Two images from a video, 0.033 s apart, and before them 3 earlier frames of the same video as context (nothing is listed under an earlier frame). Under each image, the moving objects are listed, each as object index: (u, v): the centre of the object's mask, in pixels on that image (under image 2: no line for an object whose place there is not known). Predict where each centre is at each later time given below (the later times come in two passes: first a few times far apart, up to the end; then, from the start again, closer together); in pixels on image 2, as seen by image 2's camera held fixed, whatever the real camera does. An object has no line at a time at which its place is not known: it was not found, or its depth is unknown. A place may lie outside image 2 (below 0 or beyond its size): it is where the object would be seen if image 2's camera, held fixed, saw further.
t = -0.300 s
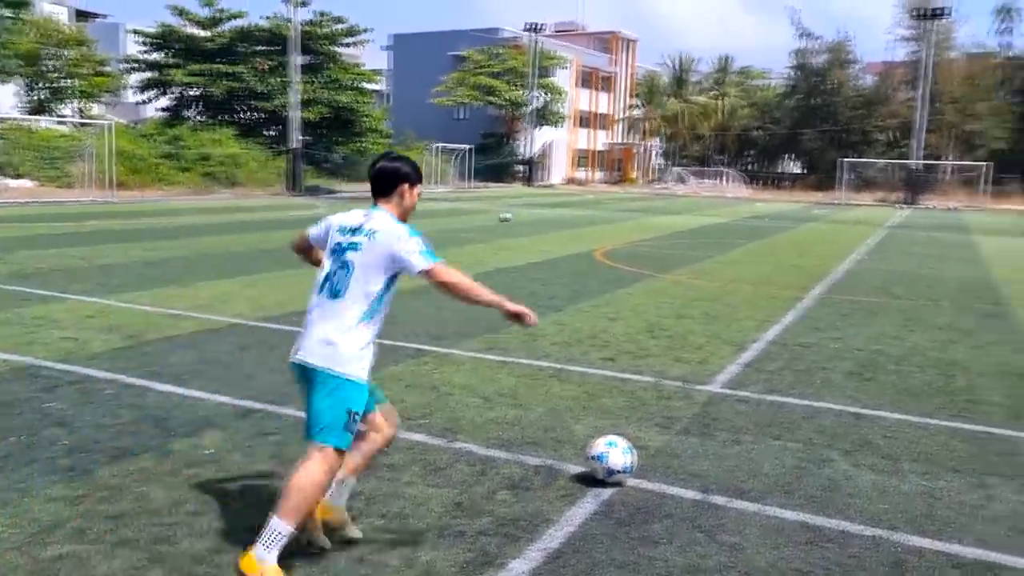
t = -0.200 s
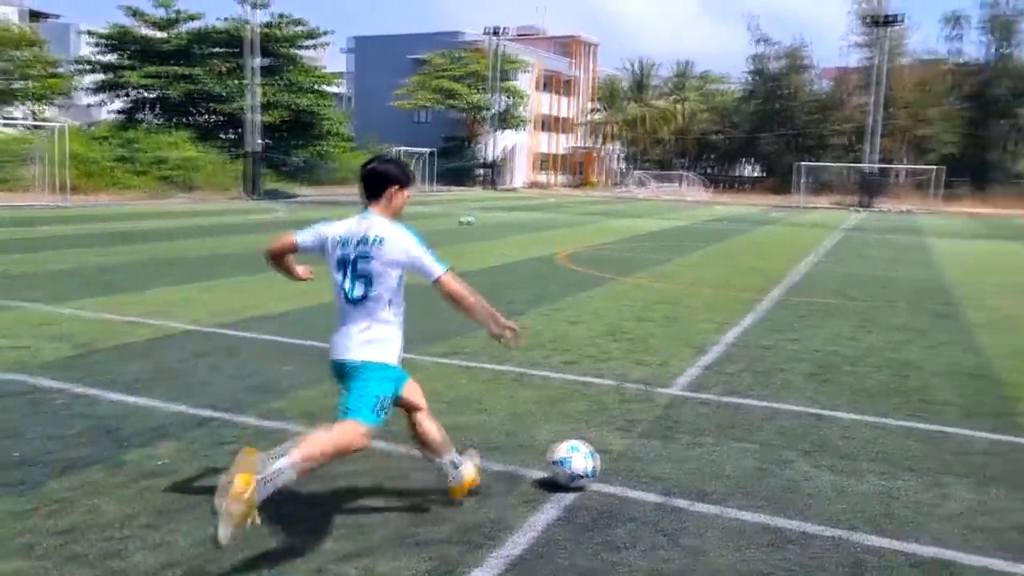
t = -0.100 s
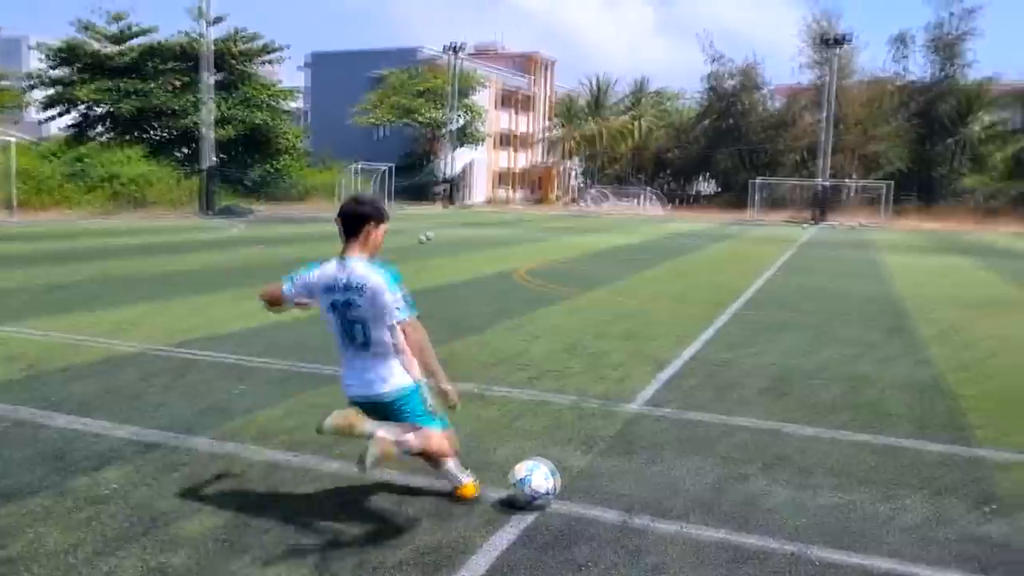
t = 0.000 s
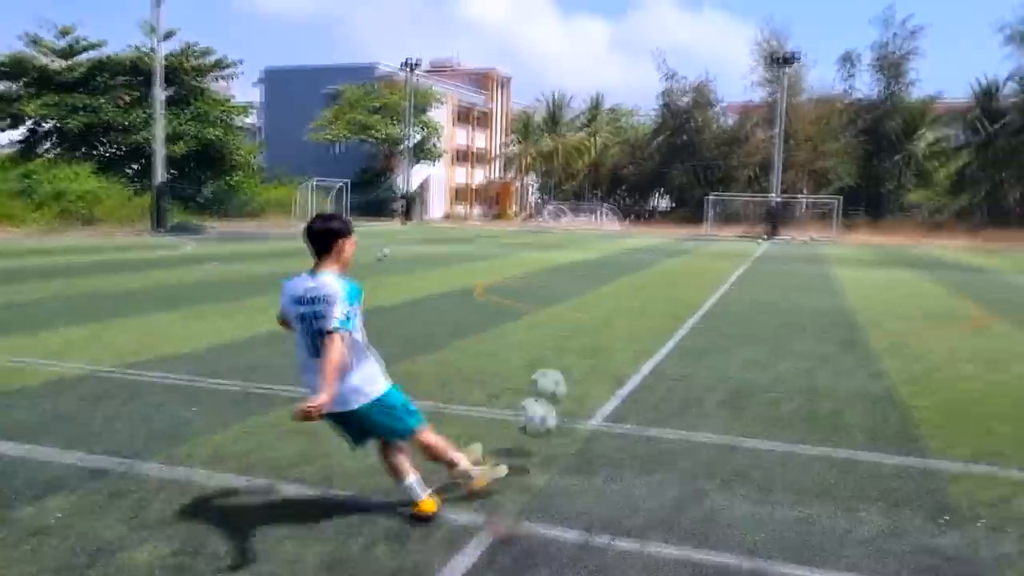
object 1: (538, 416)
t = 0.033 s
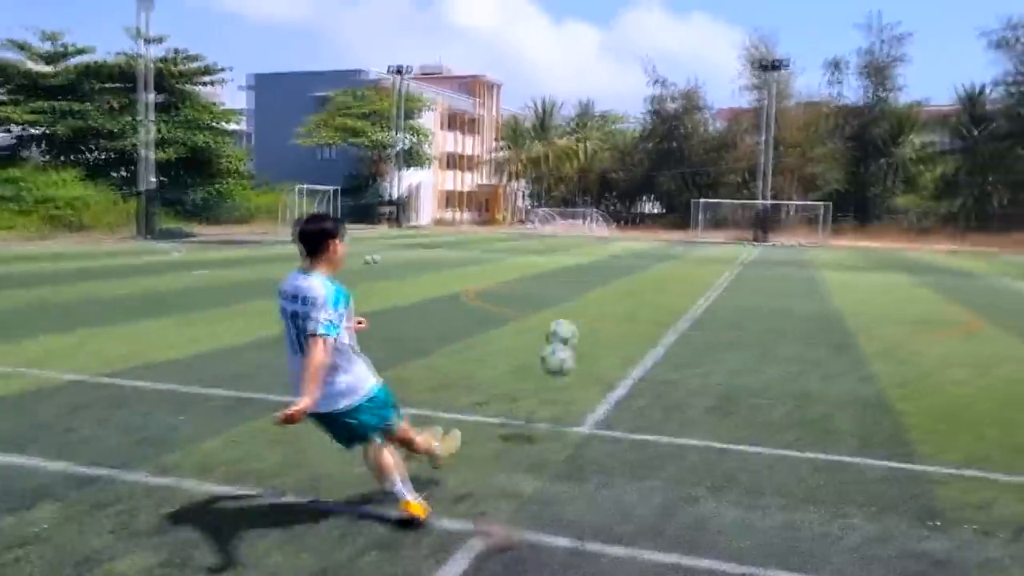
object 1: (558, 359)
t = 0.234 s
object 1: (639, 186)
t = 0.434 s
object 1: (673, 128)
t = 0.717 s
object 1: (699, 103)
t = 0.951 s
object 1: (711, 102)
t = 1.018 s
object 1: (714, 104)
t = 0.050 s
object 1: (569, 333)
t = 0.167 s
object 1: (621, 221)
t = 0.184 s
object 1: (627, 213)
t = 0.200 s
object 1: (632, 203)
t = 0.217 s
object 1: (635, 193)
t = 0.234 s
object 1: (639, 186)
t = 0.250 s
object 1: (643, 181)
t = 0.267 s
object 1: (647, 172)
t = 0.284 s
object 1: (649, 166)
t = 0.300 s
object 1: (653, 160)
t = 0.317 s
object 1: (656, 155)
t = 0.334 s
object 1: (658, 151)
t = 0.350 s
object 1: (661, 146)
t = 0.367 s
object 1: (663, 143)
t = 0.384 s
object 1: (666, 140)
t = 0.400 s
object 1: (668, 135)
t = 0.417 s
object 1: (670, 131)
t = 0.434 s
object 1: (673, 128)
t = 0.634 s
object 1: (691, 107)
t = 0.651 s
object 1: (693, 106)
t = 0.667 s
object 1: (695, 106)
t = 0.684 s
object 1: (696, 105)
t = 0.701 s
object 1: (697, 105)
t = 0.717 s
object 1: (699, 103)
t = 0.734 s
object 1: (700, 103)
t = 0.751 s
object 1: (701, 103)
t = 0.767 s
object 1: (702, 102)
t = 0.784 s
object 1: (702, 101)
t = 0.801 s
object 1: (704, 101)
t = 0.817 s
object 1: (704, 101)
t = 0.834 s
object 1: (705, 101)
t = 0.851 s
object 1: (705, 101)
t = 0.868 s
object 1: (706, 101)
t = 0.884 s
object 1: (707, 101)
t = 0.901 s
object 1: (709, 102)
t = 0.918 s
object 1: (709, 102)
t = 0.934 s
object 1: (710, 102)
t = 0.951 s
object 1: (711, 102)
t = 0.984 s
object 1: (711, 104)
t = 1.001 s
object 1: (712, 104)
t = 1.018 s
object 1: (714, 104)
